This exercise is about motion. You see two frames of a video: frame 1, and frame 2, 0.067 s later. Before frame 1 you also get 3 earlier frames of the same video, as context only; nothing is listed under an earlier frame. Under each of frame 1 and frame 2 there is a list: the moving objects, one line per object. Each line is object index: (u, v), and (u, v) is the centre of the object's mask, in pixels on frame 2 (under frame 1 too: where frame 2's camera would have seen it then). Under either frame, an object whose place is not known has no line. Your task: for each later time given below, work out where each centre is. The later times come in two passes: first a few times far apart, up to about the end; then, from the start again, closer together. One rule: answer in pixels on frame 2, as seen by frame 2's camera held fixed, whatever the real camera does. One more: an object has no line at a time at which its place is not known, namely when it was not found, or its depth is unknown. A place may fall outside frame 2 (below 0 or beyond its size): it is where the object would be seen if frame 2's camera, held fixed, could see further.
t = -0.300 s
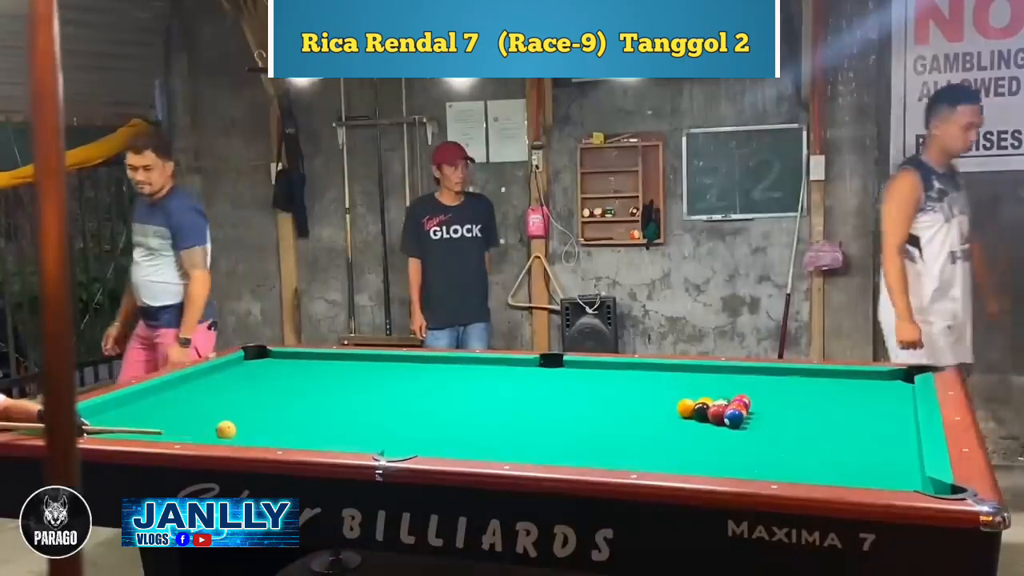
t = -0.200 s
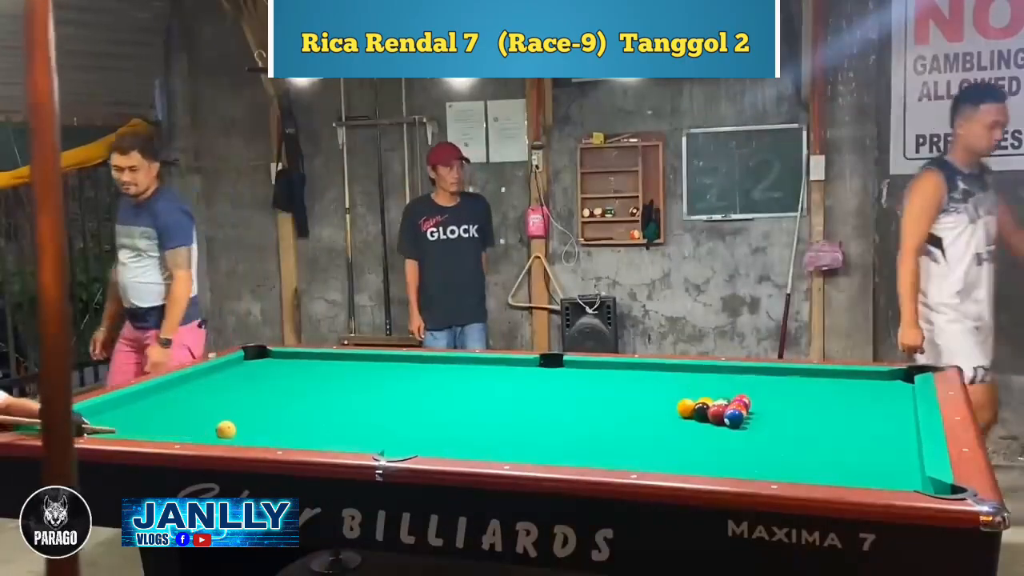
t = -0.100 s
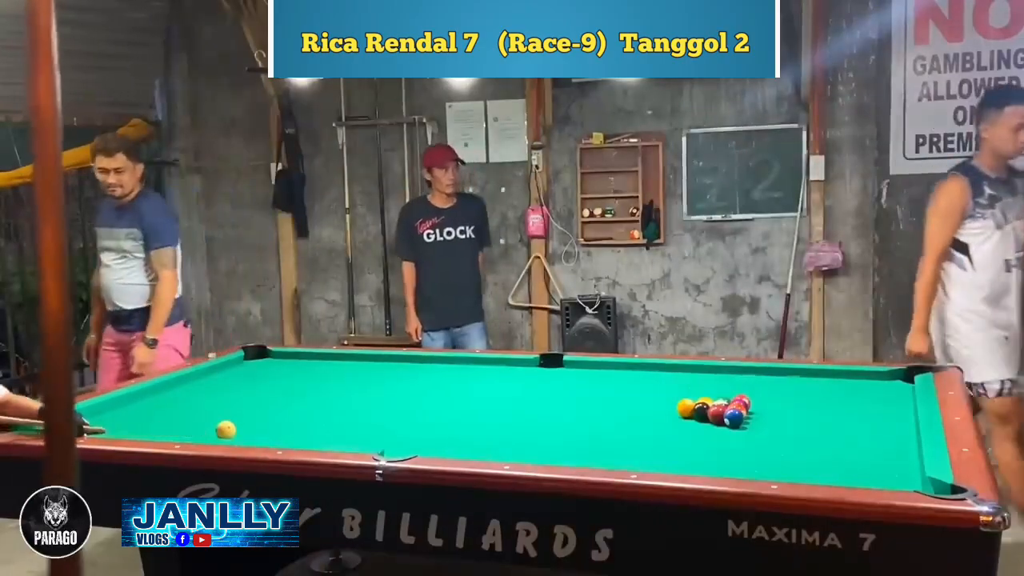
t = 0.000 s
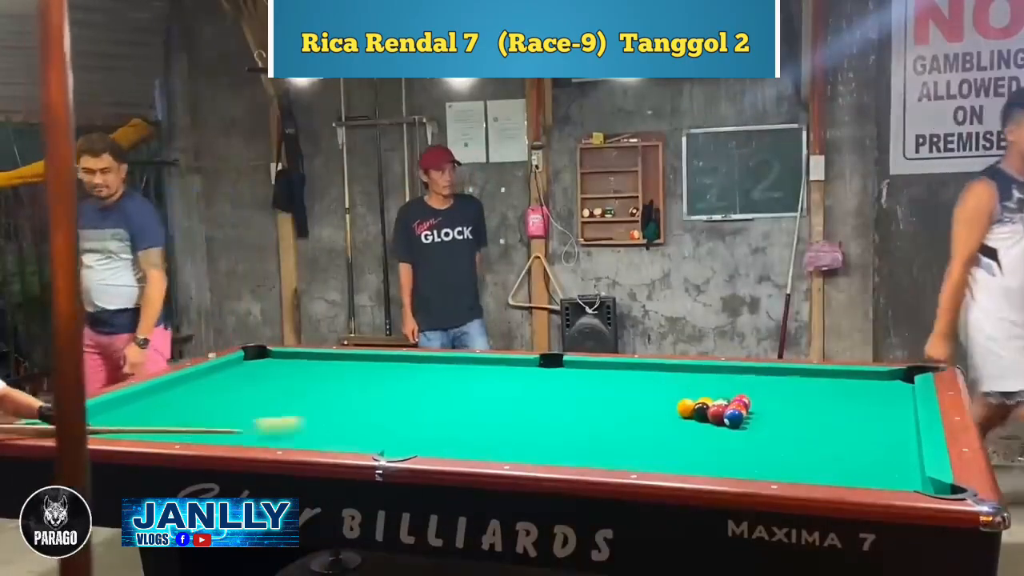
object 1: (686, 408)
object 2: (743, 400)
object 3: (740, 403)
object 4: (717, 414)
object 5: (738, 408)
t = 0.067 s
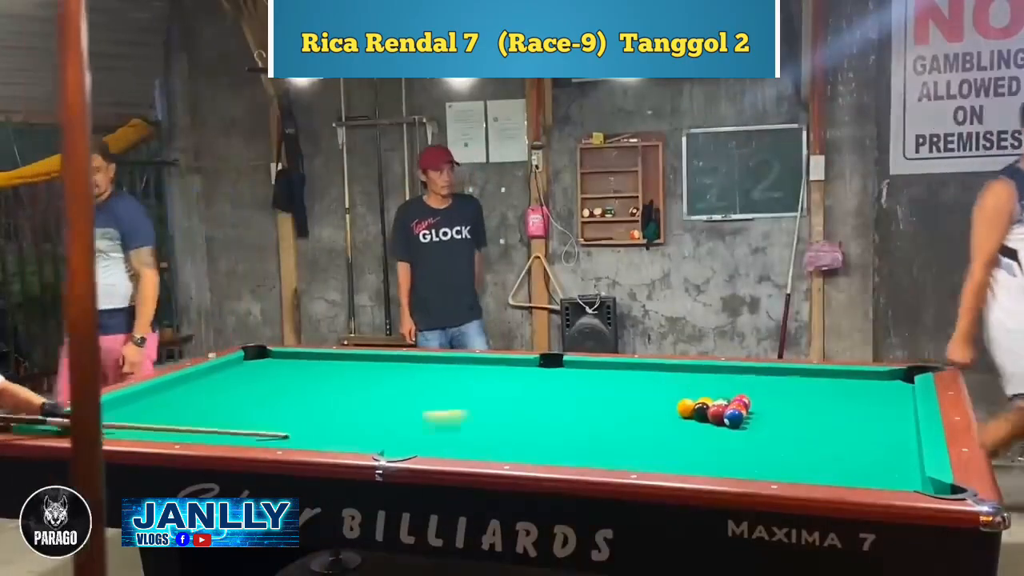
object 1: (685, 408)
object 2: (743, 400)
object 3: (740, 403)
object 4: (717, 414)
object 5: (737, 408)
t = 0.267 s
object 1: (668, 395)
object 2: (853, 395)
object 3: (754, 410)
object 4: (727, 418)
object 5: (768, 418)
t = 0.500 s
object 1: (631, 376)
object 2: (815, 379)
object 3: (792, 416)
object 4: (746, 425)
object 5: (831, 429)
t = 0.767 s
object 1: (585, 367)
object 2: (704, 370)
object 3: (832, 422)
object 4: (768, 433)
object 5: (907, 442)
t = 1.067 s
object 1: (517, 377)
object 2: (644, 366)
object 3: (878, 427)
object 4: (792, 442)
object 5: (861, 445)
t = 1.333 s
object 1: (453, 385)
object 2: (596, 366)
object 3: (904, 432)
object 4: (799, 449)
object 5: (834, 448)
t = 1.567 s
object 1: (397, 393)
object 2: (555, 366)
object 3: (885, 433)
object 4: (783, 456)
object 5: (837, 450)
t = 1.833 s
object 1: (330, 401)
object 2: (511, 366)
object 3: (864, 433)
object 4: (764, 461)
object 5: (840, 452)
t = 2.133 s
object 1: (253, 411)
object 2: (464, 367)
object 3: (844, 433)
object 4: (744, 465)
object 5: (842, 454)
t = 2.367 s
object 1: (191, 419)
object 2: (428, 367)
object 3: (831, 434)
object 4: (733, 466)
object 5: (843, 455)
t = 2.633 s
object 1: (125, 428)
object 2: (390, 368)
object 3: (817, 434)
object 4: (728, 464)
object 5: (843, 455)
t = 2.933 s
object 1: (88, 425)
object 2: (381, 363)
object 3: (805, 434)
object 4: (722, 461)
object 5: (842, 455)
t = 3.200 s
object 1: (84, 421)
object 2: (368, 358)
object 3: (796, 434)
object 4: (719, 459)
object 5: (842, 455)
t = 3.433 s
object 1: (79, 415)
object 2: (353, 357)
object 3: (791, 434)
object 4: (716, 458)
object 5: (842, 455)
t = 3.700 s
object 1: (91, 412)
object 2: (331, 357)
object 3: (787, 434)
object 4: (715, 457)
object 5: (842, 455)
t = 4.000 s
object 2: (307, 359)
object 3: (785, 435)
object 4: (714, 457)
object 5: (842, 455)
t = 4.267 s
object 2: (289, 359)
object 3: (785, 435)
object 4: (714, 456)
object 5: (843, 455)
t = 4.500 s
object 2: (273, 358)
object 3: (785, 435)
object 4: (714, 456)
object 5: (842, 455)
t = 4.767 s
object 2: (257, 360)
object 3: (785, 434)
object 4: (714, 456)
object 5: (842, 455)
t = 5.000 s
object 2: (244, 361)
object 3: (785, 435)
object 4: (714, 456)
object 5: (842, 455)
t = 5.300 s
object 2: (237, 362)
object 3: (785, 434)
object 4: (714, 456)
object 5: (843, 455)
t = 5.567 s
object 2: (242, 363)
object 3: (785, 435)
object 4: (714, 456)
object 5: (843, 455)
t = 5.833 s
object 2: (246, 363)
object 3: (785, 434)
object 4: (714, 456)
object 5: (843, 455)
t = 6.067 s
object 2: (248, 363)
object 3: (785, 435)
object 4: (714, 456)
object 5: (843, 455)
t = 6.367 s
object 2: (250, 363)
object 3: (785, 435)
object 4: (714, 456)
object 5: (843, 455)
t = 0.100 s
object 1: (685, 408)
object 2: (744, 400)
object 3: (740, 403)
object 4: (717, 414)
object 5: (737, 408)
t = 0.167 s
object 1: (685, 407)
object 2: (751, 400)
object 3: (741, 405)
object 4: (717, 414)
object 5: (737, 409)
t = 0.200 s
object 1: (680, 402)
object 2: (784, 400)
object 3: (744, 405)
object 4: (722, 415)
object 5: (749, 415)
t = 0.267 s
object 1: (668, 395)
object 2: (853, 395)
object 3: (754, 410)
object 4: (727, 418)
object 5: (768, 418)
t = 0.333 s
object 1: (656, 389)
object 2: (904, 389)
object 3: (766, 413)
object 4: (732, 420)
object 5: (785, 421)
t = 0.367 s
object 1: (651, 386)
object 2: (883, 387)
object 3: (771, 413)
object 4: (735, 420)
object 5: (795, 422)
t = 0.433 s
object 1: (641, 381)
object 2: (847, 383)
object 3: (781, 414)
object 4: (740, 423)
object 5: (812, 425)
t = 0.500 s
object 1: (631, 376)
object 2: (815, 379)
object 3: (792, 416)
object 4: (746, 425)
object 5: (831, 429)
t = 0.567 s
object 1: (622, 371)
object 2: (786, 375)
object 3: (802, 417)
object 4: (752, 427)
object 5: (849, 432)
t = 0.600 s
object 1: (618, 369)
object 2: (771, 373)
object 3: (807, 418)
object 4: (754, 428)
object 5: (859, 433)
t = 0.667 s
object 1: (609, 365)
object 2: (745, 370)
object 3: (817, 419)
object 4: (759, 430)
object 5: (878, 436)
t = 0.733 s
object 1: (593, 366)
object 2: (718, 370)
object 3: (827, 421)
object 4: (765, 432)
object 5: (897, 440)
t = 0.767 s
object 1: (585, 367)
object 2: (704, 370)
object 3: (832, 422)
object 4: (768, 433)
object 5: (907, 442)
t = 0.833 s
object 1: (571, 370)
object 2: (678, 371)
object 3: (842, 423)
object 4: (773, 435)
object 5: (900, 443)
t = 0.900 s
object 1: (555, 372)
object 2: (664, 370)
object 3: (853, 424)
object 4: (779, 437)
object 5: (888, 443)
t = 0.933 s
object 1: (548, 373)
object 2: (661, 369)
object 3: (858, 424)
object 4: (781, 438)
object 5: (883, 444)
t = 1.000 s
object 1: (532, 375)
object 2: (653, 367)
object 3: (867, 425)
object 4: (787, 440)
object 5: (872, 444)
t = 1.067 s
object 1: (517, 377)
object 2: (644, 366)
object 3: (878, 427)
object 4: (792, 442)
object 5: (861, 445)
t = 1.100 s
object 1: (509, 378)
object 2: (639, 366)
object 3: (883, 428)
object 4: (795, 443)
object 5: (855, 445)
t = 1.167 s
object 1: (493, 380)
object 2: (627, 366)
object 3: (893, 430)
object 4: (800, 445)
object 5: (845, 446)
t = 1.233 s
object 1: (477, 382)
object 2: (615, 366)
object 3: (903, 431)
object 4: (805, 447)
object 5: (835, 447)
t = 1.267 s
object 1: (469, 383)
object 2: (608, 366)
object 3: (908, 432)
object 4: (806, 447)
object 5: (832, 447)
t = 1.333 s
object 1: (453, 385)
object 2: (596, 366)
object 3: (904, 432)
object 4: (799, 449)
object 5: (834, 448)
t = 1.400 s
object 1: (437, 387)
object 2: (585, 366)
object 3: (899, 432)
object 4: (794, 451)
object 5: (835, 448)
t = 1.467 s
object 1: (421, 389)
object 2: (573, 366)
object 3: (893, 432)
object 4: (790, 453)
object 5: (836, 449)
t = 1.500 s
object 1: (413, 390)
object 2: (567, 366)
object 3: (890, 433)
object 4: (787, 454)
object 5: (836, 449)
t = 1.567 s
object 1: (397, 393)
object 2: (555, 366)
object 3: (885, 433)
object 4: (783, 456)
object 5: (837, 450)
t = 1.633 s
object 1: (380, 395)
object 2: (544, 366)
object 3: (879, 433)
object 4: (778, 457)
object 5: (837, 451)
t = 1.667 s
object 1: (372, 396)
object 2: (538, 366)
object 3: (877, 433)
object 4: (776, 458)
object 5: (838, 451)
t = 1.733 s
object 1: (356, 398)
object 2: (527, 367)
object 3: (872, 433)
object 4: (771, 460)
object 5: (839, 452)
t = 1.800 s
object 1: (338, 400)
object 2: (517, 367)
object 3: (867, 433)
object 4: (766, 461)
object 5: (839, 452)
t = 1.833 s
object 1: (330, 401)
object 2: (511, 366)
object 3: (864, 433)
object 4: (764, 461)
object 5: (840, 452)
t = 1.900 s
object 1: (313, 403)
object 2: (501, 367)
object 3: (860, 433)
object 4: (759, 463)
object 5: (840, 453)
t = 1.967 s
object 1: (296, 405)
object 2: (489, 367)
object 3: (855, 433)
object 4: (755, 464)
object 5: (841, 453)
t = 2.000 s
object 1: (288, 406)
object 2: (484, 367)
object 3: (854, 433)
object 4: (753, 464)
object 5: (841, 453)
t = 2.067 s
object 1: (271, 409)
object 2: (474, 367)
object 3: (849, 433)
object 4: (748, 465)
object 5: (841, 453)
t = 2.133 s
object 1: (253, 411)
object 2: (464, 367)
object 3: (844, 433)
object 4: (744, 465)
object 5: (842, 454)
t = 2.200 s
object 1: (236, 413)
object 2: (453, 367)
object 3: (840, 433)
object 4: (740, 466)
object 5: (842, 454)
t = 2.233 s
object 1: (227, 414)
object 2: (448, 367)
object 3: (838, 433)
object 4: (737, 466)
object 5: (843, 454)
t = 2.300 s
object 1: (209, 417)
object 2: (438, 367)
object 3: (834, 433)
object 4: (734, 466)
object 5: (843, 454)
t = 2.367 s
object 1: (191, 419)
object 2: (428, 367)
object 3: (831, 434)
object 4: (733, 466)
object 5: (843, 455)
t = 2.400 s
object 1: (182, 420)
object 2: (423, 368)
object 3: (829, 434)
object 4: (732, 465)
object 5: (843, 455)
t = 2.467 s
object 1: (164, 423)
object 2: (413, 368)
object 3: (825, 434)
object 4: (731, 465)
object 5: (843, 455)
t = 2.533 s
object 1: (146, 425)
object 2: (404, 368)
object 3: (822, 434)
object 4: (729, 464)
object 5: (843, 455)
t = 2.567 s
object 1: (139, 426)
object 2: (399, 368)
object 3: (821, 434)
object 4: (729, 464)
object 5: (843, 455)
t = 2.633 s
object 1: (125, 428)
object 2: (390, 368)
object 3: (817, 434)
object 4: (728, 464)
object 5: (843, 455)
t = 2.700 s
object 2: (381, 368)
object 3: (815, 434)
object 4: (726, 463)
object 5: (843, 455)
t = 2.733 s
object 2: (376, 368)
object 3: (813, 434)
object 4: (726, 463)
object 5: (843, 455)
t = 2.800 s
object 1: (95, 428)
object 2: (376, 366)
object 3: (810, 434)
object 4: (724, 462)
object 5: (843, 455)
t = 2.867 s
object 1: (90, 426)
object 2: (380, 364)
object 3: (808, 434)
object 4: (724, 462)
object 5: (843, 455)
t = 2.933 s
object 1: (88, 425)
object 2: (381, 363)
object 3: (805, 434)
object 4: (722, 461)
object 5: (842, 455)
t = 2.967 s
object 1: (87, 424)
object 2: (382, 361)
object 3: (804, 434)
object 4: (722, 461)
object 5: (842, 455)
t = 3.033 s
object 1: (85, 423)
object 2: (379, 361)
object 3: (801, 434)
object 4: (721, 461)
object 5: (842, 455)
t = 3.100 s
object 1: (84, 422)
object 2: (374, 360)
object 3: (799, 434)
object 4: (720, 460)
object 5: (842, 455)
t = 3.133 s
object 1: (84, 422)
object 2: (372, 359)
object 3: (798, 434)
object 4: (719, 460)
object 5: (843, 455)
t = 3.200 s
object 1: (84, 421)
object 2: (368, 358)
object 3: (796, 434)
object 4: (719, 459)
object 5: (842, 455)
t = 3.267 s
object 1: (82, 419)
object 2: (364, 357)
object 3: (795, 434)
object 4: (718, 459)
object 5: (842, 455)
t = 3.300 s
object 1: (81, 419)
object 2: (362, 357)
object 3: (794, 434)
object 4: (718, 459)
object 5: (842, 455)
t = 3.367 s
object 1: (80, 417)
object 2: (358, 356)
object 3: (792, 434)
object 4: (717, 459)
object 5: (842, 455)
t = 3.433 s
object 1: (79, 415)
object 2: (353, 357)
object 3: (791, 434)
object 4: (716, 458)
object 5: (842, 455)
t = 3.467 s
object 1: (79, 415)
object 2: (350, 357)
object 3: (790, 435)
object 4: (716, 458)
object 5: (842, 455)
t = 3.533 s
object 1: (82, 413)
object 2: (344, 357)
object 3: (789, 435)
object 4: (716, 458)
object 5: (843, 455)
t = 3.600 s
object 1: (85, 413)
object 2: (339, 357)
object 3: (788, 434)
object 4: (715, 457)
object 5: (842, 455)
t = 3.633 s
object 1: (87, 413)
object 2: (336, 357)
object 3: (788, 435)
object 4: (715, 457)
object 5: (842, 455)
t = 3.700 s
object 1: (91, 412)
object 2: (331, 357)
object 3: (787, 434)
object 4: (715, 457)
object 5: (842, 455)
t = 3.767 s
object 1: (96, 412)
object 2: (325, 358)
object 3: (786, 435)
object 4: (715, 457)
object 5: (842, 455)
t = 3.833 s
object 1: (100, 411)
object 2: (320, 358)
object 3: (785, 435)
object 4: (714, 457)
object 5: (842, 455)
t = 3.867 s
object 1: (102, 411)
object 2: (318, 358)
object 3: (785, 435)
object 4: (714, 457)
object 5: (842, 455)
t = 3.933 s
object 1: (106, 410)
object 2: (313, 358)
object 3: (785, 435)
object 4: (714, 457)
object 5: (843, 455)
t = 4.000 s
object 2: (307, 359)
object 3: (785, 435)
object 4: (714, 457)
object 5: (842, 455)
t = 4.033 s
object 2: (305, 359)
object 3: (785, 435)
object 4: (714, 457)
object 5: (843, 455)
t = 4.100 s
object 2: (300, 359)
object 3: (785, 435)
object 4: (714, 457)
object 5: (842, 455)
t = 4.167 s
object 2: (295, 359)
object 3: (784, 435)
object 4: (714, 456)
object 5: (843, 455)
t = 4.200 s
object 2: (293, 359)
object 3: (784, 434)
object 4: (714, 456)
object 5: (842, 455)
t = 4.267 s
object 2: (289, 359)
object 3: (785, 435)
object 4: (714, 456)
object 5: (843, 455)
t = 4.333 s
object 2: (285, 359)
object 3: (785, 435)
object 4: (714, 456)
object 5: (842, 455)
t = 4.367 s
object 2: (282, 359)
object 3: (785, 435)
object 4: (714, 456)
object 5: (842, 455)
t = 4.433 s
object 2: (279, 359)
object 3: (785, 435)
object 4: (714, 456)
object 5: (842, 455)
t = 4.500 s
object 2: (273, 358)
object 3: (785, 435)
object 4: (714, 456)
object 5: (842, 455)
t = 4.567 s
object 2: (268, 359)
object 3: (785, 435)
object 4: (714, 456)
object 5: (843, 455)
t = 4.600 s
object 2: (266, 360)
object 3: (785, 435)
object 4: (714, 456)
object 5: (843, 455)
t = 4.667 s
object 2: (263, 360)
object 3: (785, 435)
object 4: (714, 456)
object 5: (843, 455)
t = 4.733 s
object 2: (259, 360)
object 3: (785, 434)
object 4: (714, 456)
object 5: (843, 455)
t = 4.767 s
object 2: (257, 360)
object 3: (785, 434)
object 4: (714, 456)
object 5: (842, 455)
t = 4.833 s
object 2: (252, 360)
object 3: (785, 435)
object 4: (714, 456)
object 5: (842, 455)
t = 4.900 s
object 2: (249, 361)
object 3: (785, 435)
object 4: (714, 456)
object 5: (843, 455)
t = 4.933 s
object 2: (247, 361)
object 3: (785, 434)
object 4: (714, 456)
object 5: (843, 455)
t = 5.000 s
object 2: (244, 361)
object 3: (785, 435)
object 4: (714, 456)
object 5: (842, 455)
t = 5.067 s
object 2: (241, 361)
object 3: (785, 434)
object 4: (714, 456)
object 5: (843, 455)
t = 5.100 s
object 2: (239, 361)
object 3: (785, 434)
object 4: (714, 456)
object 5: (843, 455)
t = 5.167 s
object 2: (235, 361)
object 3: (785, 435)
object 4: (714, 456)
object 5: (843, 455)
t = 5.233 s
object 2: (236, 362)
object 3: (785, 434)
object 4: (714, 456)
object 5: (843, 455)
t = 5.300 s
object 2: (237, 362)
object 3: (785, 434)
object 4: (714, 456)
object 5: (843, 455)
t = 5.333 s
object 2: (237, 362)
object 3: (785, 434)
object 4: (714, 456)
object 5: (843, 455)
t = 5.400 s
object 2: (239, 362)
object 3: (785, 435)
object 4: (714, 456)
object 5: (843, 455)
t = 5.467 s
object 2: (241, 362)
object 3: (785, 434)
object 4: (714, 456)
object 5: (843, 455)
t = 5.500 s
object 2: (241, 362)
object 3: (785, 435)
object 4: (714, 456)
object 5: (843, 455)
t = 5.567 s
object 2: (242, 363)
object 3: (785, 435)
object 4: (714, 456)
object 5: (843, 455)
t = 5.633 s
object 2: (243, 362)
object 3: (785, 435)
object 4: (714, 456)
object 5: (843, 455)
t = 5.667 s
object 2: (243, 362)
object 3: (785, 435)
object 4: (714, 456)
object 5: (843, 455)
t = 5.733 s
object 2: (244, 363)
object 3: (785, 434)
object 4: (714, 456)
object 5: (843, 455)
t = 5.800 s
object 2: (245, 363)
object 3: (785, 434)
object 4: (714, 456)
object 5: (843, 455)
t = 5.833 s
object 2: (246, 363)
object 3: (785, 434)
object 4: (714, 456)
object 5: (843, 455)
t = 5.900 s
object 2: (246, 363)
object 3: (785, 435)
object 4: (714, 456)
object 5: (843, 455)
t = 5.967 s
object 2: (247, 363)
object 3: (785, 434)
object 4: (714, 456)
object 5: (843, 455)
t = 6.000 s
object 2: (248, 363)
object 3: (785, 434)
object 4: (714, 456)
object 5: (842, 455)
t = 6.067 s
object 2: (248, 363)
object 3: (785, 435)
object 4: (714, 456)
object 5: (843, 455)
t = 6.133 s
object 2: (248, 363)
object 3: (785, 435)
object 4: (714, 456)
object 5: (843, 455)
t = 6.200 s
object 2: (249, 363)
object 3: (785, 435)
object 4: (714, 456)
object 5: (843, 455)
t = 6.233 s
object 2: (249, 363)
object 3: (785, 434)
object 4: (714, 456)
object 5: (842, 455)
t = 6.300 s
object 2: (249, 363)
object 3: (785, 434)
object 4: (714, 456)
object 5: (843, 455)
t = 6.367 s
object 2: (250, 363)
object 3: (785, 435)
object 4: (714, 456)
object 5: (843, 455)
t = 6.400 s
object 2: (250, 363)
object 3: (785, 435)
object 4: (714, 456)
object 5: (842, 455)
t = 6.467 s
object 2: (250, 363)
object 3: (785, 434)
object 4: (714, 456)
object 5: (843, 455)
